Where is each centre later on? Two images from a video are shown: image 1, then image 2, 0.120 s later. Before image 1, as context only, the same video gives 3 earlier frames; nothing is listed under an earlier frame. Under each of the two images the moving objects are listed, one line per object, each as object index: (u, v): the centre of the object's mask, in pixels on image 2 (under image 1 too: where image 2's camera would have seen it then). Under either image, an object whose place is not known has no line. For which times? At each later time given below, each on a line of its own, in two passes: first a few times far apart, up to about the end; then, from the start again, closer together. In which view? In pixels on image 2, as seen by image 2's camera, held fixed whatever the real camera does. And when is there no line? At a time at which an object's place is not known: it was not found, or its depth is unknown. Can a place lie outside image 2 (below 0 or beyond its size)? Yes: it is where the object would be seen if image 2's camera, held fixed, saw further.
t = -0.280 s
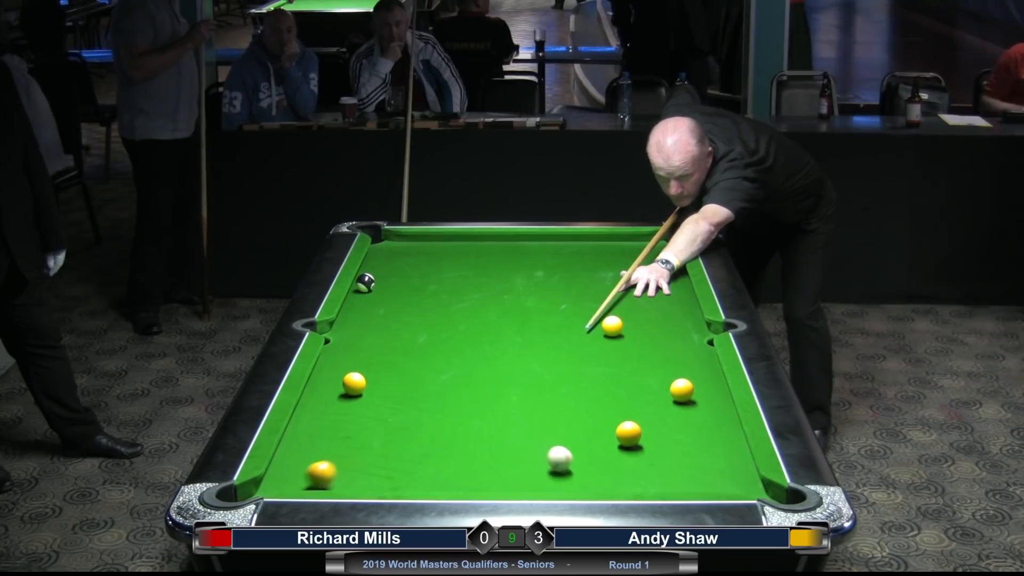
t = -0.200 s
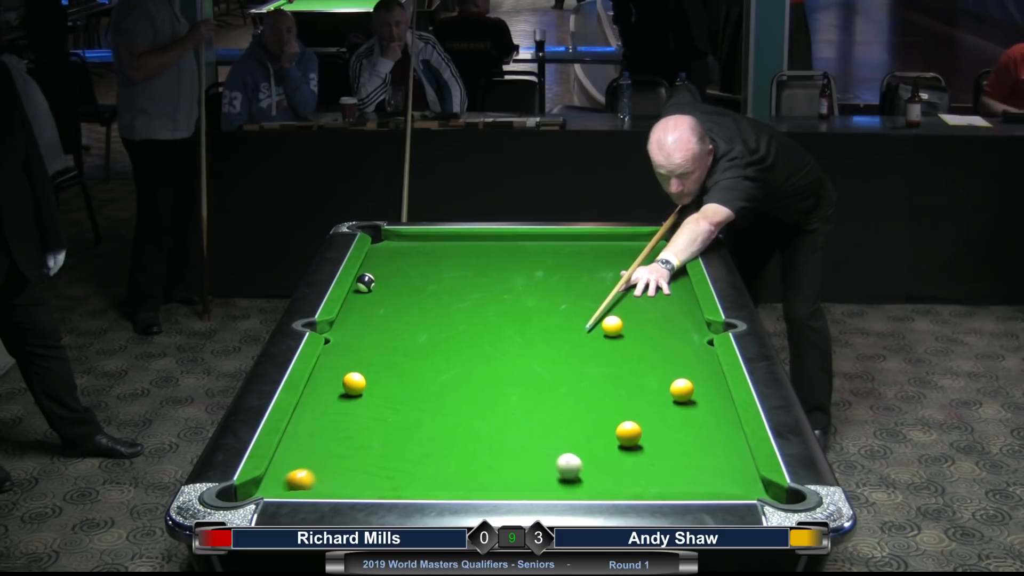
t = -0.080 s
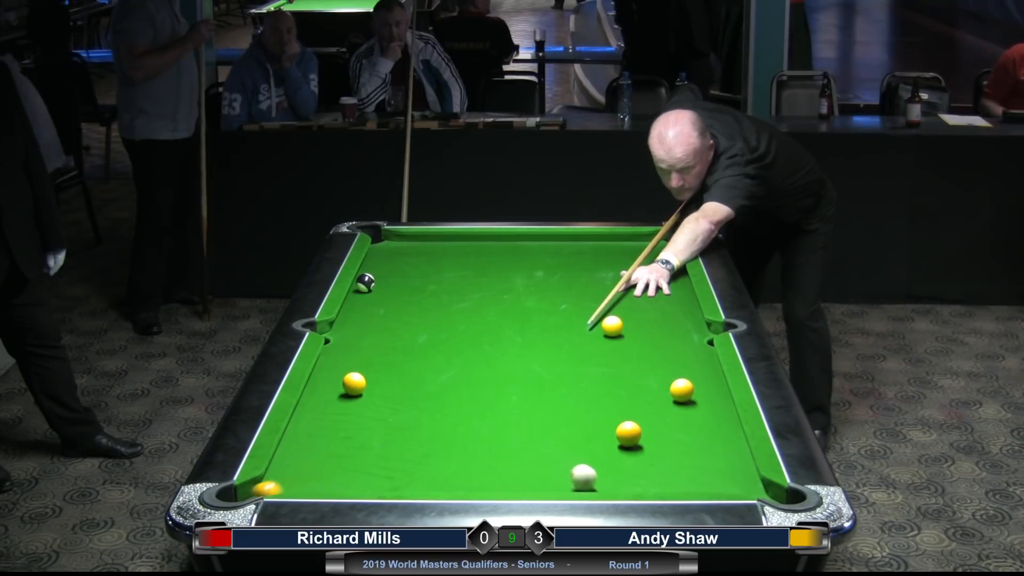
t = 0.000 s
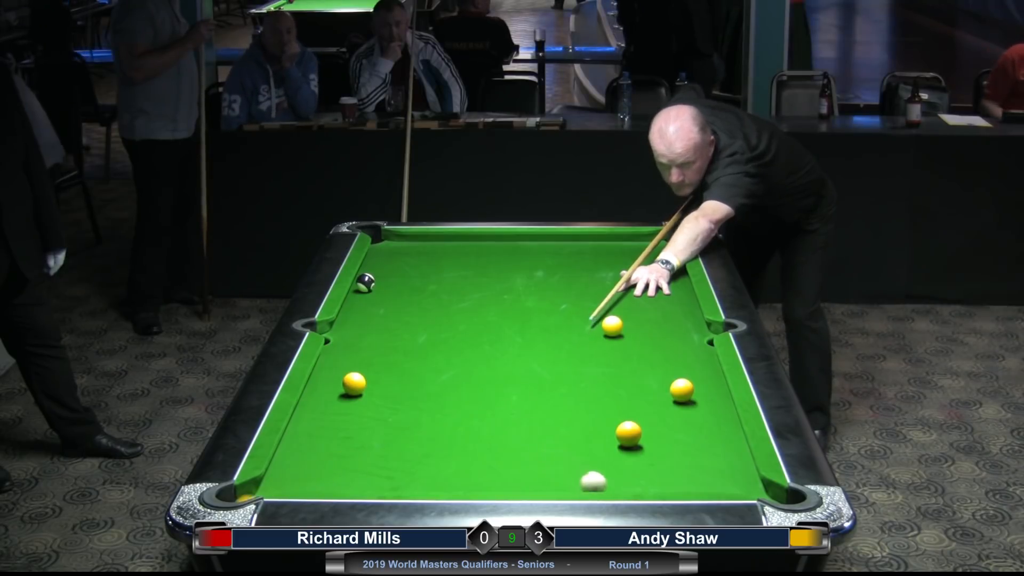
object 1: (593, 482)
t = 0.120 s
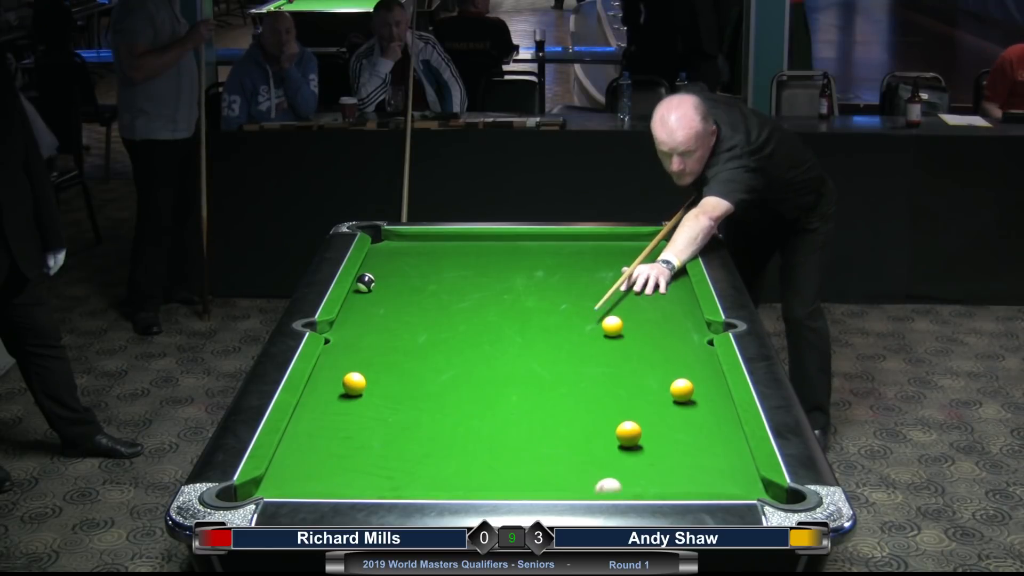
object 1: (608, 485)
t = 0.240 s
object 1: (622, 482)
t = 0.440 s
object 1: (644, 475)
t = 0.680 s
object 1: (667, 464)
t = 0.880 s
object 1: (685, 457)
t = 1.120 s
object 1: (704, 449)
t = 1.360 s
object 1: (720, 442)
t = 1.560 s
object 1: (732, 437)
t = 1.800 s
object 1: (725, 433)
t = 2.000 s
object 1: (719, 430)
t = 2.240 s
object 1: (713, 428)
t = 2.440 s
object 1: (711, 427)
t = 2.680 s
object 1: (710, 427)
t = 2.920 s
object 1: (710, 427)
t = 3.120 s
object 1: (710, 427)
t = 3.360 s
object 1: (711, 427)
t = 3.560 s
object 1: (711, 427)
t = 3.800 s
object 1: (711, 427)
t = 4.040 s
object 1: (711, 427)
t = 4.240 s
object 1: (711, 427)
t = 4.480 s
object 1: (711, 427)
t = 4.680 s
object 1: (711, 427)
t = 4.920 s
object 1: (711, 427)
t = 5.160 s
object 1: (711, 427)
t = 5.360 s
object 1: (711, 427)
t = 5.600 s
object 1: (711, 427)
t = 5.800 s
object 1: (711, 427)
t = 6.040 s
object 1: (711, 427)
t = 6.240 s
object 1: (711, 427)
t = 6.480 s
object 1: (711, 427)
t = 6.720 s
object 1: (711, 427)
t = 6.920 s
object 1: (711, 427)
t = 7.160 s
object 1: (711, 427)
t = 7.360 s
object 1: (711, 427)
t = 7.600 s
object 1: (711, 427)
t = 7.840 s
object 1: (711, 427)
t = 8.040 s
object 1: (711, 427)
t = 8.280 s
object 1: (711, 427)
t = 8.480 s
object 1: (711, 427)
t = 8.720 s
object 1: (711, 427)
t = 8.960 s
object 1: (711, 427)
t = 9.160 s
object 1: (711, 427)
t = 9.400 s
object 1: (711, 427)
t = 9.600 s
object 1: (711, 427)
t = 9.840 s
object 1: (711, 427)
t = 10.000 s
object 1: (711, 427)
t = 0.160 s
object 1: (613, 484)
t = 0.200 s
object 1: (618, 483)
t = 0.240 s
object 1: (622, 482)
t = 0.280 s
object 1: (627, 481)
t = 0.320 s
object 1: (631, 480)
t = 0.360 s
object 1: (635, 479)
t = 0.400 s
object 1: (639, 477)
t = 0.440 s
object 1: (644, 475)
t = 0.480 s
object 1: (648, 473)
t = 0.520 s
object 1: (652, 471)
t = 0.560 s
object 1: (656, 469)
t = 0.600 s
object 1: (660, 467)
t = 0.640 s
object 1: (664, 466)
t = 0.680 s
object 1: (667, 464)
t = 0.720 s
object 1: (671, 463)
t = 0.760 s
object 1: (674, 461)
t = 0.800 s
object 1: (678, 459)
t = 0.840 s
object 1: (682, 458)
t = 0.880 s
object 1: (685, 457)
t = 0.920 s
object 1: (688, 455)
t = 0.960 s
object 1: (691, 454)
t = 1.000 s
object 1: (695, 452)
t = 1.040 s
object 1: (698, 451)
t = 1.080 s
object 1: (701, 450)
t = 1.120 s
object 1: (704, 449)
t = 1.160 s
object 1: (707, 447)
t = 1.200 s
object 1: (709, 446)
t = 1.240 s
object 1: (712, 445)
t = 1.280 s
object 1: (715, 444)
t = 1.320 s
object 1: (718, 443)
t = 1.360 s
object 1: (720, 442)
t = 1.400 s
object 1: (723, 441)
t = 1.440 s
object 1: (725, 440)
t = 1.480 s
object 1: (728, 439)
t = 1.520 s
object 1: (730, 437)
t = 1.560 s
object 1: (732, 437)
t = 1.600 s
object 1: (733, 436)
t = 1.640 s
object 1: (731, 435)
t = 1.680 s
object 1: (730, 435)
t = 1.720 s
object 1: (728, 434)
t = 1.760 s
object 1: (727, 433)
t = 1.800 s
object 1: (725, 433)
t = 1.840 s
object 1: (724, 433)
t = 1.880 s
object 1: (722, 432)
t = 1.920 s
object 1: (721, 432)
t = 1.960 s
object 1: (720, 431)
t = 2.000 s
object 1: (719, 430)
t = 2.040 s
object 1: (718, 430)
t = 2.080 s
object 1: (717, 429)
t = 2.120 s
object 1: (716, 429)
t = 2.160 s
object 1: (715, 429)
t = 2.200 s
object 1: (714, 429)
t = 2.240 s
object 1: (713, 428)
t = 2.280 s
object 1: (713, 428)
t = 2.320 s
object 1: (712, 428)
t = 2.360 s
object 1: (712, 428)
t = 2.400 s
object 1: (711, 427)
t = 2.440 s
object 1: (711, 427)
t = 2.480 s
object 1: (710, 427)
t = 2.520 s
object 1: (710, 427)
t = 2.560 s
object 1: (710, 427)
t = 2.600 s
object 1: (710, 427)
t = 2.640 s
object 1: (710, 427)
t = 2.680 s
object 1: (710, 427)
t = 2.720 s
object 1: (710, 427)
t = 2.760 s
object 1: (710, 427)
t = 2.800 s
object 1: (710, 427)
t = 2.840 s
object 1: (710, 427)
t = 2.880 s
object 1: (710, 427)
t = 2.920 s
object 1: (710, 427)
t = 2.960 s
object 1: (710, 427)
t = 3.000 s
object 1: (710, 427)
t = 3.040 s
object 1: (710, 427)
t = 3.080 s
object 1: (710, 427)
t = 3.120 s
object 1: (710, 427)
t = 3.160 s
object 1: (710, 427)
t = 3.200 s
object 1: (710, 427)
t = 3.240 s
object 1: (710, 427)
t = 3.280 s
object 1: (711, 427)
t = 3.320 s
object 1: (711, 427)
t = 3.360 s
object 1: (711, 427)
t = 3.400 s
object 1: (711, 427)
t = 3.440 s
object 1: (711, 427)
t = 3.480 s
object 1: (711, 427)
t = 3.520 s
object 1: (711, 427)
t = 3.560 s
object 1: (711, 427)
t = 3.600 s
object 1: (711, 427)
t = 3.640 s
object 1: (711, 427)
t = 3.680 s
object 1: (711, 427)
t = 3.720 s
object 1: (711, 427)
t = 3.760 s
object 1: (711, 427)
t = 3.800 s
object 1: (711, 427)
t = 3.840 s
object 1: (711, 427)
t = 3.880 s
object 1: (711, 427)
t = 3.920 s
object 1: (711, 427)
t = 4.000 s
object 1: (711, 427)
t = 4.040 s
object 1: (711, 427)
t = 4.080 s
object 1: (711, 427)
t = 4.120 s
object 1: (711, 427)
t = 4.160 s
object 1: (711, 427)
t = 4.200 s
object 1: (711, 427)
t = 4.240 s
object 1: (711, 427)
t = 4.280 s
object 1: (711, 427)
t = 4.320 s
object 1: (711, 427)
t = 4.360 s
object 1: (711, 427)
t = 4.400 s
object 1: (711, 427)
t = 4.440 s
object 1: (711, 427)
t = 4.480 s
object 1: (711, 427)
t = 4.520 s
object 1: (711, 427)
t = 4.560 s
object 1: (711, 427)
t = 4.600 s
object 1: (711, 427)
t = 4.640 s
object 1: (711, 427)
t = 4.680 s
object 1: (711, 427)
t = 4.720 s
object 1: (711, 427)
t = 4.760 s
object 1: (711, 427)
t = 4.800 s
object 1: (711, 427)
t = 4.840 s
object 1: (711, 427)
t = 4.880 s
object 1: (711, 427)
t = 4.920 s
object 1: (711, 427)
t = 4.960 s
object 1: (711, 427)
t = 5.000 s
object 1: (711, 427)
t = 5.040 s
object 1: (711, 427)
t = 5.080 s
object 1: (711, 427)
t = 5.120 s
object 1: (711, 427)
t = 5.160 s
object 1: (711, 427)
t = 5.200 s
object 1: (711, 427)
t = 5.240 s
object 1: (711, 427)
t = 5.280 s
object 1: (711, 427)
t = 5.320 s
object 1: (711, 427)
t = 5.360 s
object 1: (711, 427)
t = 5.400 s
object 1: (711, 427)
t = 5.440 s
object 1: (711, 427)
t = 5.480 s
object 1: (711, 427)
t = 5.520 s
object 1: (711, 427)
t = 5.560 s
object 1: (711, 427)
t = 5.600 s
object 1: (711, 427)
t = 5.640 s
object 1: (711, 427)
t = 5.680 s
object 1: (711, 427)
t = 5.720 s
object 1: (711, 427)
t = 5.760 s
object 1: (711, 427)
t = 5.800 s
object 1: (711, 427)
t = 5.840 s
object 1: (711, 427)
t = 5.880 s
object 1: (711, 427)
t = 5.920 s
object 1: (711, 427)
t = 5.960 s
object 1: (711, 427)
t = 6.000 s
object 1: (711, 427)
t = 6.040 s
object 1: (711, 427)
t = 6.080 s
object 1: (711, 427)
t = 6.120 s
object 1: (711, 427)
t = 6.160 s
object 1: (711, 427)
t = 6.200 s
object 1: (711, 427)
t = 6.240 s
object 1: (711, 427)
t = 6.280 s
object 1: (711, 427)
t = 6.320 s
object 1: (711, 427)
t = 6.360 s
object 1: (711, 427)
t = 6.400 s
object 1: (711, 427)
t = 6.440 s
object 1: (711, 427)
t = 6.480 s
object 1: (711, 427)
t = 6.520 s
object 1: (711, 427)
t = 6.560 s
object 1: (711, 427)
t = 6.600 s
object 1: (711, 427)
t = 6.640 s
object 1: (711, 427)
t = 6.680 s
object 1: (711, 427)
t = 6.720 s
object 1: (711, 427)
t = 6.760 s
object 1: (711, 427)
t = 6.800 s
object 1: (711, 427)
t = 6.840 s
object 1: (711, 427)
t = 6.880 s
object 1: (711, 427)
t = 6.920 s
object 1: (711, 427)
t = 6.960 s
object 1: (711, 427)
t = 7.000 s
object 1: (711, 427)
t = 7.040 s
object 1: (711, 427)
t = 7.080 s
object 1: (711, 427)
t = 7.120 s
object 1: (711, 427)
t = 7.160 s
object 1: (711, 427)
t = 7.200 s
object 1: (711, 427)
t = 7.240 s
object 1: (711, 427)
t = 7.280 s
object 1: (711, 427)
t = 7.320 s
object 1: (711, 427)
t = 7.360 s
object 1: (711, 427)
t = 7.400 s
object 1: (711, 427)
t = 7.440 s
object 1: (711, 427)
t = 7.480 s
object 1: (711, 427)
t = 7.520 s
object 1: (711, 427)
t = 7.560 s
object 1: (711, 427)
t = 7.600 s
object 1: (711, 427)
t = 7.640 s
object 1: (711, 427)
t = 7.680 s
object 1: (711, 427)
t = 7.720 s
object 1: (711, 427)
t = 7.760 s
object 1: (711, 427)
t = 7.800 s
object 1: (711, 427)
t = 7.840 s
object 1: (711, 427)
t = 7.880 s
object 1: (711, 427)
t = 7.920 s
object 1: (711, 427)
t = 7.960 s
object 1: (711, 427)
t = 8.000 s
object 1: (711, 427)
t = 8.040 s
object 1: (711, 427)
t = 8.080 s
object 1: (711, 427)
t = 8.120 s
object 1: (711, 427)
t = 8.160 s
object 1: (711, 427)
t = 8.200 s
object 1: (711, 427)
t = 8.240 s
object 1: (711, 427)
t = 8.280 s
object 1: (711, 427)
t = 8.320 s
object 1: (711, 427)
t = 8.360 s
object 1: (711, 427)
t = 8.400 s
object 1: (711, 427)
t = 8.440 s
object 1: (711, 427)
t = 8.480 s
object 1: (711, 427)
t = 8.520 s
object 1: (711, 427)
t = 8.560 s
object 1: (711, 427)
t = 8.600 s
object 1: (711, 427)
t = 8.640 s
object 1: (711, 427)
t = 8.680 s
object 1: (711, 427)
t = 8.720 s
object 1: (711, 427)
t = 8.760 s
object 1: (711, 427)
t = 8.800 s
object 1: (711, 427)
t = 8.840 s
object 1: (711, 427)
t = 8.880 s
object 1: (711, 427)
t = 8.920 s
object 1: (711, 427)
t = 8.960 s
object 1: (711, 427)
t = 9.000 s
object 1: (711, 427)
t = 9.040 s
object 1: (711, 427)
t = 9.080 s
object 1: (711, 427)
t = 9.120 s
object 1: (711, 427)
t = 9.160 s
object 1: (711, 427)
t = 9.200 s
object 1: (711, 427)
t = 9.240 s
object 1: (711, 427)
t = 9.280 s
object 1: (711, 427)
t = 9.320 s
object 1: (711, 427)
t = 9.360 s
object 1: (711, 427)
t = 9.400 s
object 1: (711, 427)
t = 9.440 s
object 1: (711, 427)
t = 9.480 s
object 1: (711, 427)
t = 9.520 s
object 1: (711, 427)
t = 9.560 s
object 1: (711, 427)
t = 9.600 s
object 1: (711, 427)
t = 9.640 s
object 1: (711, 427)
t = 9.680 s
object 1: (711, 427)
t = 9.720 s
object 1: (711, 427)
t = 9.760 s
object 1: (711, 427)
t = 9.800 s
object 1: (711, 427)
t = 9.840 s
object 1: (711, 427)
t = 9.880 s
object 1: (711, 427)
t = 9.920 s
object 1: (711, 427)
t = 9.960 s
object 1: (711, 427)
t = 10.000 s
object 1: (711, 427)
